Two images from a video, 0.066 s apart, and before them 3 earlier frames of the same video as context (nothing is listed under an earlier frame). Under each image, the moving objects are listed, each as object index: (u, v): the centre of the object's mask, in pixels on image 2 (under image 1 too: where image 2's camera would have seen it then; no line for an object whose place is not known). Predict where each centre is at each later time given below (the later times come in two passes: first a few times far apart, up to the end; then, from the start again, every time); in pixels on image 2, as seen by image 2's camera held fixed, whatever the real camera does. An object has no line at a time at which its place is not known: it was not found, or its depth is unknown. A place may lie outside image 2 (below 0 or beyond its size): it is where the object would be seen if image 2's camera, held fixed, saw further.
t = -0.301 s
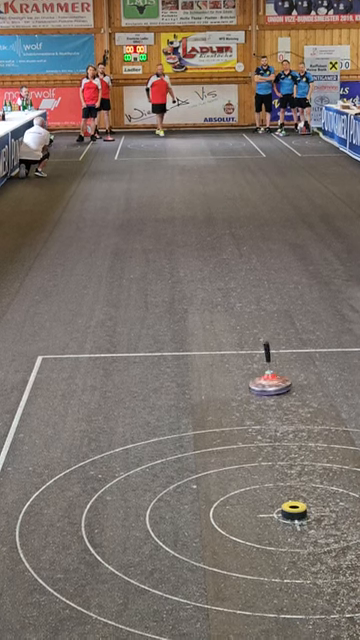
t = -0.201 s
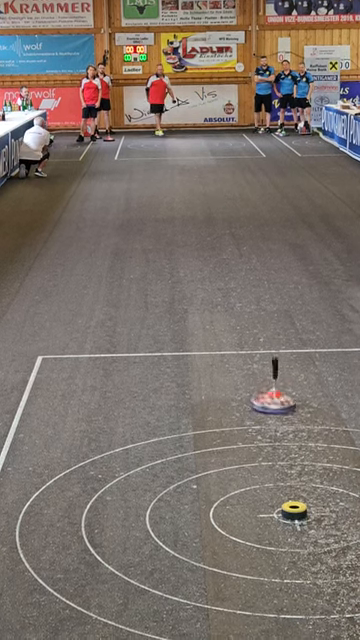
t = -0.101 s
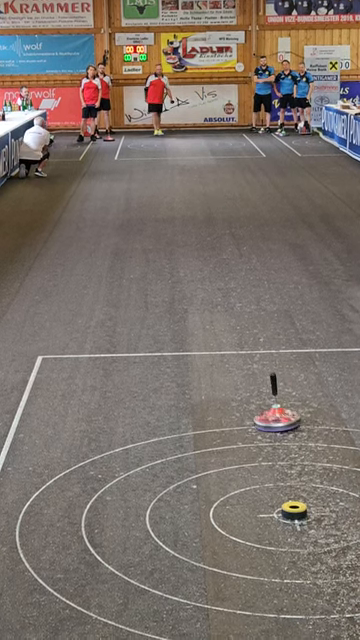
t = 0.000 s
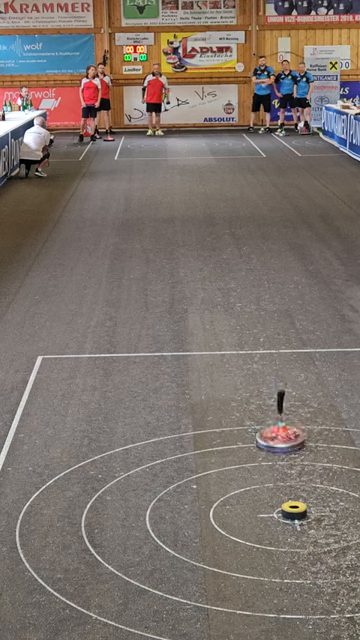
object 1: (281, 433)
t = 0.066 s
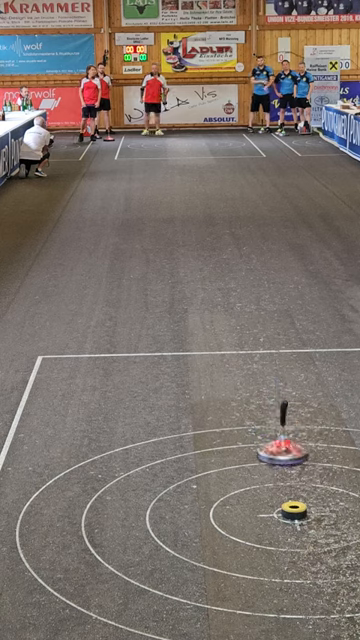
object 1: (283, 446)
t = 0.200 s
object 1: (285, 477)
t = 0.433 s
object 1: (289, 510)
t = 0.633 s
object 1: (289, 534)
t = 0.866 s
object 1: (288, 547)
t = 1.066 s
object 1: (288, 551)
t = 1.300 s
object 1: (288, 551)
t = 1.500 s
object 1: (288, 551)
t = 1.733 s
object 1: (288, 551)
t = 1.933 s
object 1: (288, 551)
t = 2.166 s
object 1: (288, 551)
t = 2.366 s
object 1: (288, 551)
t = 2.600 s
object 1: (288, 551)
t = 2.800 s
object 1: (288, 551)
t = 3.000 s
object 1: (288, 551)
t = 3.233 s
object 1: (288, 550)
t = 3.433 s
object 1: (288, 551)
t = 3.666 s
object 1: (288, 550)
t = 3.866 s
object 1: (288, 550)
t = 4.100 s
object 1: (288, 551)
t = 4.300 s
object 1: (288, 551)
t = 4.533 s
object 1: (289, 551)
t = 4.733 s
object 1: (289, 551)
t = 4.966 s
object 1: (289, 551)
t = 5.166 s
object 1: (289, 551)
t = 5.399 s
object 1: (289, 551)
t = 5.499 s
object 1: (289, 551)
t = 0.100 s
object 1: (283, 452)
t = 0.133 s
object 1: (285, 458)
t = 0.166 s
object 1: (285, 465)
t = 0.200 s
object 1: (285, 477)
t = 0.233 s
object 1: (287, 477)
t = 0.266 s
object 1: (287, 482)
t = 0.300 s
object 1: (288, 488)
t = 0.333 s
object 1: (289, 494)
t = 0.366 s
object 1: (289, 500)
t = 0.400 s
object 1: (289, 506)
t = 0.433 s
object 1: (289, 510)
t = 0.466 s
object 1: (289, 515)
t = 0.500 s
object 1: (289, 519)
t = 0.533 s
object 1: (289, 523)
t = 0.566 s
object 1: (289, 527)
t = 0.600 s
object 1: (289, 530)
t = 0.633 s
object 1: (289, 534)
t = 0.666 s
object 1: (289, 537)
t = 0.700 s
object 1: (290, 539)
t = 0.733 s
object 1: (289, 541)
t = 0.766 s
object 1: (289, 544)
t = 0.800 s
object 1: (289, 545)
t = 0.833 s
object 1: (288, 547)
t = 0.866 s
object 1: (288, 547)
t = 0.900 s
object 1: (288, 548)
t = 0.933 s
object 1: (288, 549)
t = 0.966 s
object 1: (288, 550)
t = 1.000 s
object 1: (288, 550)
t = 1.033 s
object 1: (288, 550)
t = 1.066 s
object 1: (288, 551)
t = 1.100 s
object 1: (288, 551)
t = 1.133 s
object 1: (288, 550)
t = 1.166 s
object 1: (288, 551)
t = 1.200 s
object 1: (288, 550)
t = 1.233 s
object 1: (288, 551)
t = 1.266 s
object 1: (288, 551)
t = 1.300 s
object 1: (288, 551)
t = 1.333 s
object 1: (288, 551)
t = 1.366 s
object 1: (288, 551)
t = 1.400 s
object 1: (288, 551)
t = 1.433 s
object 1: (288, 551)
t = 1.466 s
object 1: (288, 551)
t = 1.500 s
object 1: (288, 551)
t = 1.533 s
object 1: (288, 551)
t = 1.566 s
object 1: (288, 551)
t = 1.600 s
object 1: (288, 551)
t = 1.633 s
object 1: (288, 551)
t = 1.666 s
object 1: (288, 551)
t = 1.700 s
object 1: (288, 550)
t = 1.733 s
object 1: (288, 551)
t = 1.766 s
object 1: (288, 551)
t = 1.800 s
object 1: (288, 551)
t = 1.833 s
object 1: (288, 550)
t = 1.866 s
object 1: (288, 551)
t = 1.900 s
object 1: (288, 551)
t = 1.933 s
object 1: (288, 551)
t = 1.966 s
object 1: (288, 551)
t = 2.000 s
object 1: (288, 551)
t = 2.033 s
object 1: (288, 551)
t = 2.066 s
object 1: (288, 551)
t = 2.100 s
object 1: (288, 551)
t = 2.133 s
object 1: (288, 557)
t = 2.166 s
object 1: (288, 551)
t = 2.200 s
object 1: (288, 551)
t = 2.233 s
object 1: (288, 551)
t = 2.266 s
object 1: (288, 551)
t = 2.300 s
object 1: (288, 551)
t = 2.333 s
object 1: (288, 551)
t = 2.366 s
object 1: (288, 551)
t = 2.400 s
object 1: (288, 551)
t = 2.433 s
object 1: (288, 551)
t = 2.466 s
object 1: (288, 551)
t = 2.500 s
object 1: (288, 550)
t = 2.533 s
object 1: (288, 550)
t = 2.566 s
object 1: (288, 551)
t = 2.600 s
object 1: (288, 551)
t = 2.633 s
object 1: (288, 551)
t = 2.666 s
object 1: (288, 551)
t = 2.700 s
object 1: (288, 551)
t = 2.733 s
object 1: (288, 551)
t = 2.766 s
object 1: (288, 551)
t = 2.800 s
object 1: (288, 551)
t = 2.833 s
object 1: (288, 551)
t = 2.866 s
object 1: (288, 550)
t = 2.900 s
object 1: (288, 551)
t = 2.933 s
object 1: (288, 551)
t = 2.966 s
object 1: (288, 551)
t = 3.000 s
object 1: (288, 551)
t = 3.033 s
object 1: (288, 551)
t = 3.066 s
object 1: (288, 551)
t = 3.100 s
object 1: (288, 551)
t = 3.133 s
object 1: (288, 551)
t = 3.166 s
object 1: (288, 550)
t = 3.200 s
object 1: (288, 551)
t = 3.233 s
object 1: (288, 550)
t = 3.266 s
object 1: (288, 551)
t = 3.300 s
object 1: (288, 550)
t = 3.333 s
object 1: (288, 551)
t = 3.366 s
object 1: (288, 551)
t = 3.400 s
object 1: (288, 551)
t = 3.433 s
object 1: (288, 551)
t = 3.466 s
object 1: (288, 551)
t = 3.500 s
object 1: (288, 551)
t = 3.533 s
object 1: (289, 551)
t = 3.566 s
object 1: (288, 550)
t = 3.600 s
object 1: (288, 550)
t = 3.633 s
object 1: (288, 550)
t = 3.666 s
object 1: (288, 550)
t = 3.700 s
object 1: (288, 550)
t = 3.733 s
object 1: (288, 550)
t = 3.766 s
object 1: (288, 550)
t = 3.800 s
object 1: (288, 550)
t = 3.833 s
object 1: (288, 550)
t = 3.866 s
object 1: (288, 550)
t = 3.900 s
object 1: (288, 551)
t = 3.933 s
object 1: (288, 551)
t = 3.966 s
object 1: (288, 551)
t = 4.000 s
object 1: (288, 551)
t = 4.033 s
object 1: (289, 551)
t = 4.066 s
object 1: (289, 551)
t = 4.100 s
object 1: (288, 551)
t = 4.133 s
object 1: (288, 551)
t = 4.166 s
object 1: (288, 551)
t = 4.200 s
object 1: (288, 551)
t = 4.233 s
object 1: (288, 551)
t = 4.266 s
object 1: (288, 551)
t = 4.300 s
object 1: (288, 551)
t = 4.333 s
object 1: (288, 551)
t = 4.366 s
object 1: (289, 551)
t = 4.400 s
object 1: (288, 550)
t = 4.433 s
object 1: (288, 550)
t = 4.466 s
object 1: (288, 550)
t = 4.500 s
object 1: (289, 550)
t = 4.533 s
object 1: (289, 551)
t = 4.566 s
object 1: (289, 551)
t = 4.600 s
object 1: (288, 551)
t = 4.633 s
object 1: (289, 551)
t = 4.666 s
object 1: (289, 551)
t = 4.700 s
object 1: (289, 551)
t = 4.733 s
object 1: (289, 551)
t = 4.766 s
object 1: (289, 551)
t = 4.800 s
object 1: (289, 551)
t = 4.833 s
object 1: (289, 551)
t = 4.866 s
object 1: (288, 551)
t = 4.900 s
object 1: (288, 551)
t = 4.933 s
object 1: (289, 551)
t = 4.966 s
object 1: (289, 551)
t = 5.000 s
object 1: (289, 551)
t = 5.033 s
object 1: (289, 551)
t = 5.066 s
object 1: (289, 551)
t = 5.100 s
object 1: (289, 551)
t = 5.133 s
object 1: (289, 551)
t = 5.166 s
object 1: (289, 551)
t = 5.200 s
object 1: (289, 551)
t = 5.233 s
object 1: (289, 551)
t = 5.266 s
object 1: (289, 551)
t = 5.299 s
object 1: (289, 550)
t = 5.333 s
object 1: (289, 551)
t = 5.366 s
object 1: (289, 550)
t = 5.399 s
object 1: (289, 551)
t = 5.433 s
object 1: (289, 551)
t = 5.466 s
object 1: (289, 551)
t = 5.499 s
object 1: (289, 551)
